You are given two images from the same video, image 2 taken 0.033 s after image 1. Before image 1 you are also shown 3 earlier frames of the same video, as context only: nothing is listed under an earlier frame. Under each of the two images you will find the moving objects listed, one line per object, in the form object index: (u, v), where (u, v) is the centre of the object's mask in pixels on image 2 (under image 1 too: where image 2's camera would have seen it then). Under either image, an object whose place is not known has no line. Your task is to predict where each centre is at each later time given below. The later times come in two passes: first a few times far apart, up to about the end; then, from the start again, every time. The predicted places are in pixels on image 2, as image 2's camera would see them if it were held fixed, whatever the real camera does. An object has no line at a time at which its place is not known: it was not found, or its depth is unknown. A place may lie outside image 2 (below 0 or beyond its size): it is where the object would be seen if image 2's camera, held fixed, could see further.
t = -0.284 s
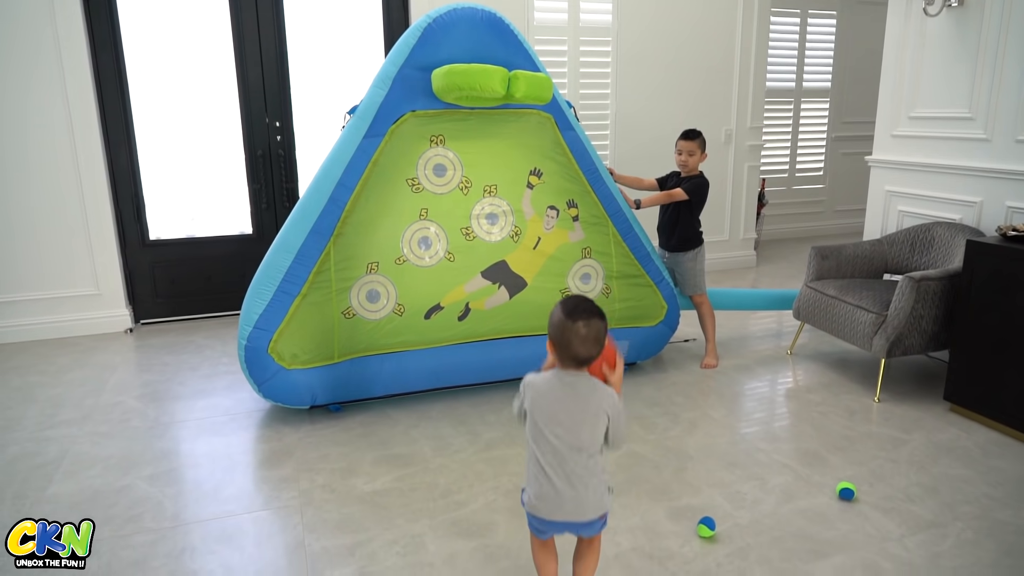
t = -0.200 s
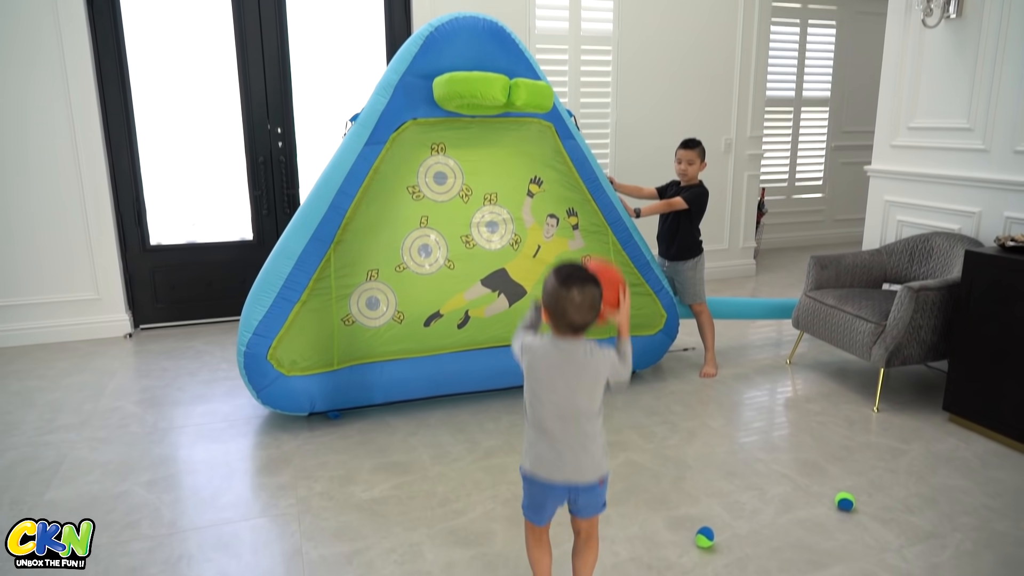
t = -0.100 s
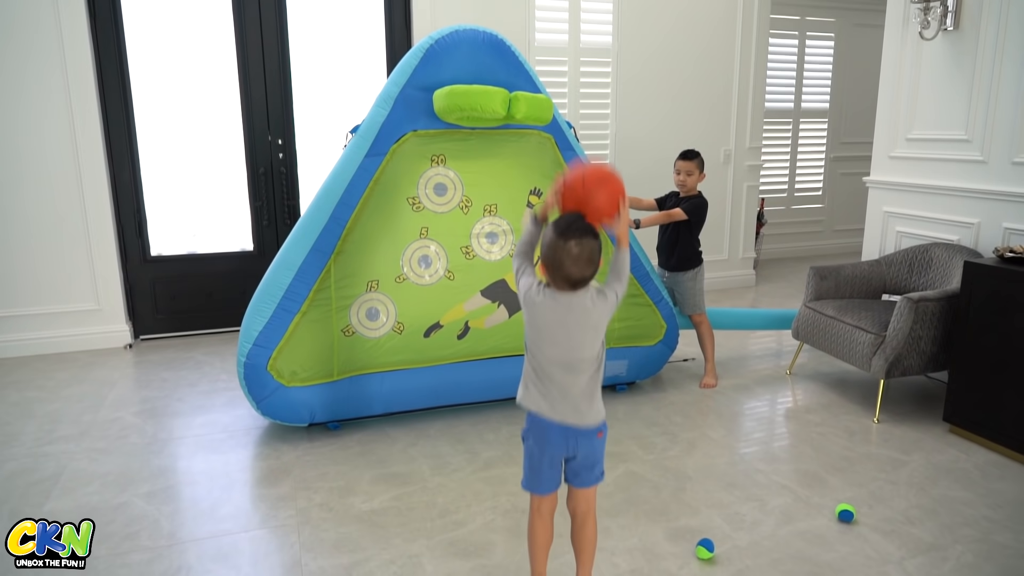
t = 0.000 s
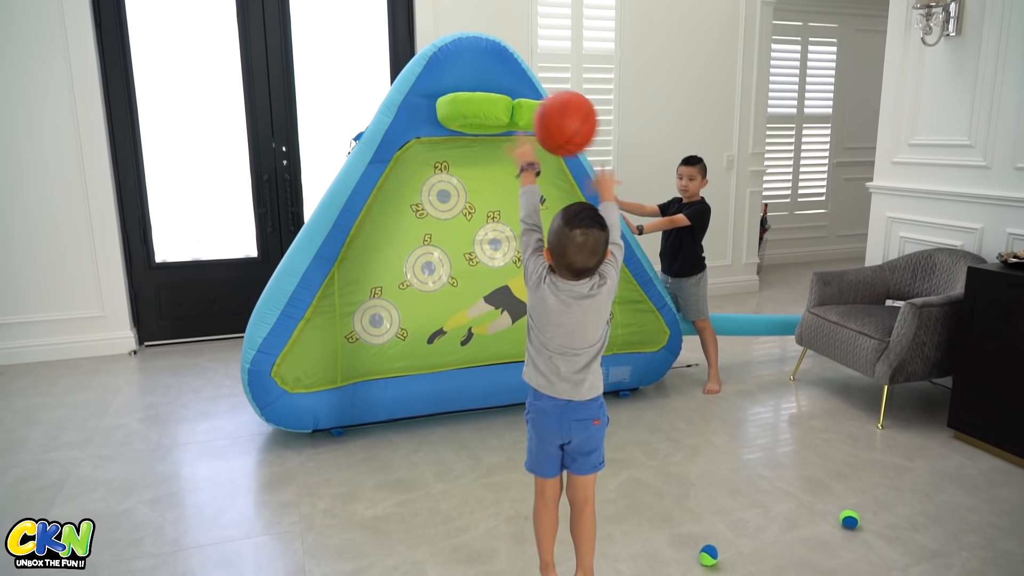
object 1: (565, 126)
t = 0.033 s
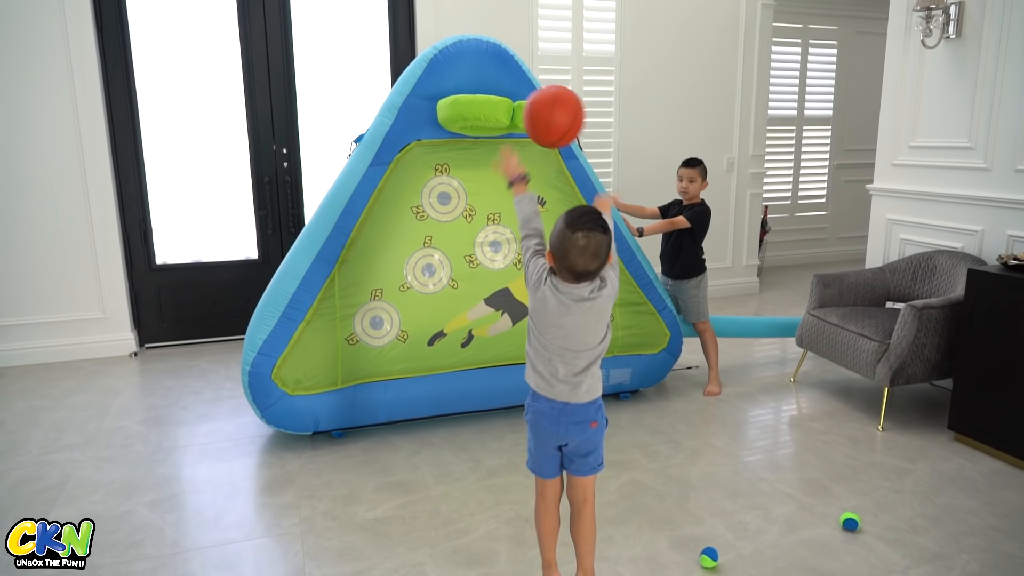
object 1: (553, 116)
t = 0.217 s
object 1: (503, 131)
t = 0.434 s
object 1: (478, 250)
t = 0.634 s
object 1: (464, 414)
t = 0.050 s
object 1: (548, 114)
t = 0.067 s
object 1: (542, 112)
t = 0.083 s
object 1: (537, 111)
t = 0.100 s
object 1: (532, 111)
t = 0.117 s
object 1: (528, 111)
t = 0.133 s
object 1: (523, 113)
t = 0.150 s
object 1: (519, 115)
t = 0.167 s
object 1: (514, 118)
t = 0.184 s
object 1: (510, 122)
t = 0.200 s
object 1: (507, 126)
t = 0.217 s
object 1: (503, 131)
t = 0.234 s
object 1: (500, 136)
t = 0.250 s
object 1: (498, 142)
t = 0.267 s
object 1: (496, 149)
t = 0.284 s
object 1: (494, 157)
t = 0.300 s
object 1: (492, 164)
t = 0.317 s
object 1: (490, 172)
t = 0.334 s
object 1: (489, 182)
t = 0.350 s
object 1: (487, 192)
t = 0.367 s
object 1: (485, 203)
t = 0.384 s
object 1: (483, 213)
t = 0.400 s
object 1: (482, 225)
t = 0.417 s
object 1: (479, 237)
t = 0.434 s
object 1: (478, 250)
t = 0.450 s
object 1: (476, 262)
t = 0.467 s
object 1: (475, 275)
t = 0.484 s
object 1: (474, 288)
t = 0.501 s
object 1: (472, 300)
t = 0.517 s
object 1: (470, 314)
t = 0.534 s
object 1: (470, 328)
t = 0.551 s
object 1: (468, 342)
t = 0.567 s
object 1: (467, 357)
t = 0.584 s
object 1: (466, 372)
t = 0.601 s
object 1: (465, 387)
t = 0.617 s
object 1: (464, 399)
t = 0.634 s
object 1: (464, 414)
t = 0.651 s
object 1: (465, 418)
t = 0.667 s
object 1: (467, 409)
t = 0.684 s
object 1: (468, 401)
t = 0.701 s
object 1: (469, 394)
